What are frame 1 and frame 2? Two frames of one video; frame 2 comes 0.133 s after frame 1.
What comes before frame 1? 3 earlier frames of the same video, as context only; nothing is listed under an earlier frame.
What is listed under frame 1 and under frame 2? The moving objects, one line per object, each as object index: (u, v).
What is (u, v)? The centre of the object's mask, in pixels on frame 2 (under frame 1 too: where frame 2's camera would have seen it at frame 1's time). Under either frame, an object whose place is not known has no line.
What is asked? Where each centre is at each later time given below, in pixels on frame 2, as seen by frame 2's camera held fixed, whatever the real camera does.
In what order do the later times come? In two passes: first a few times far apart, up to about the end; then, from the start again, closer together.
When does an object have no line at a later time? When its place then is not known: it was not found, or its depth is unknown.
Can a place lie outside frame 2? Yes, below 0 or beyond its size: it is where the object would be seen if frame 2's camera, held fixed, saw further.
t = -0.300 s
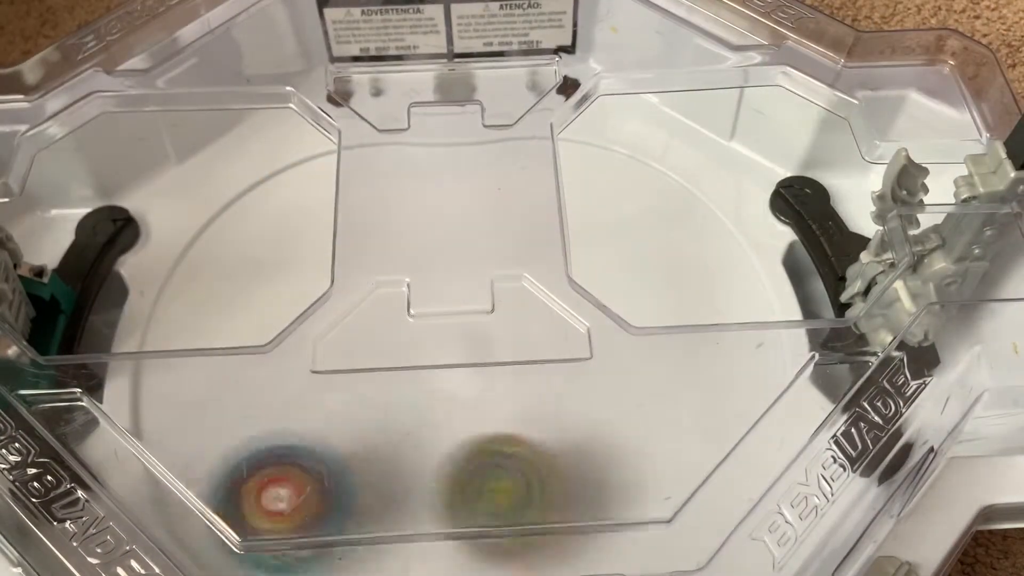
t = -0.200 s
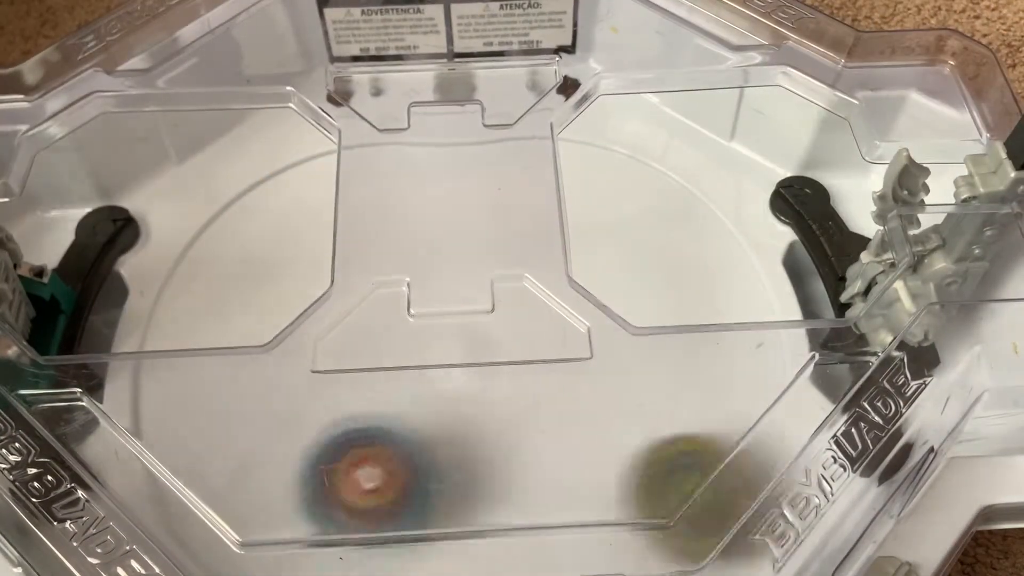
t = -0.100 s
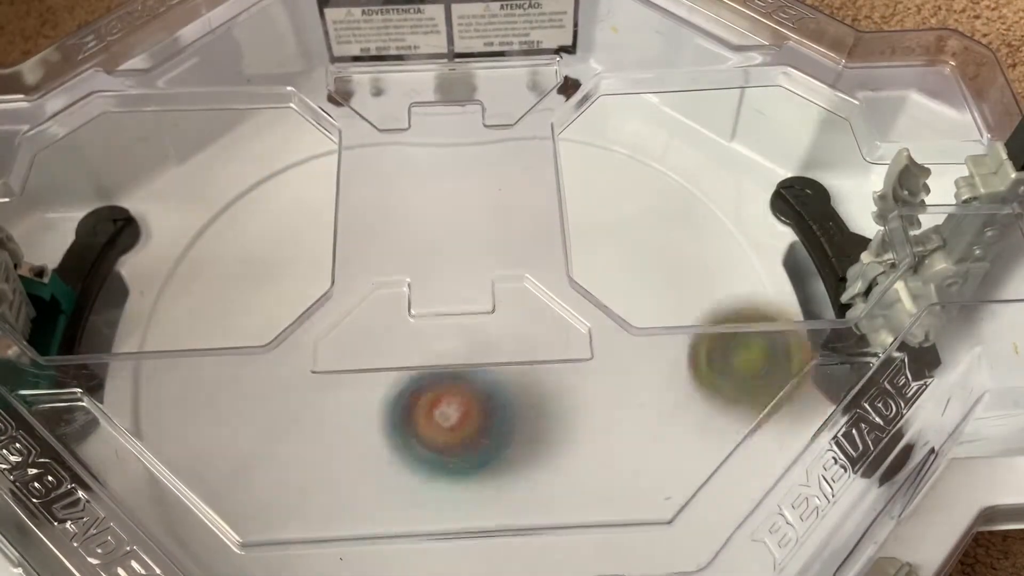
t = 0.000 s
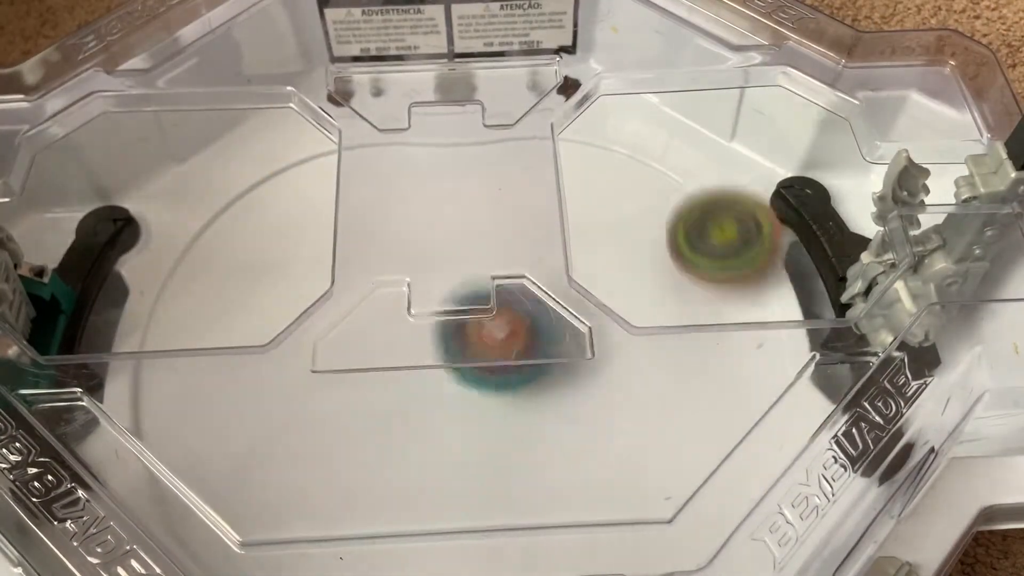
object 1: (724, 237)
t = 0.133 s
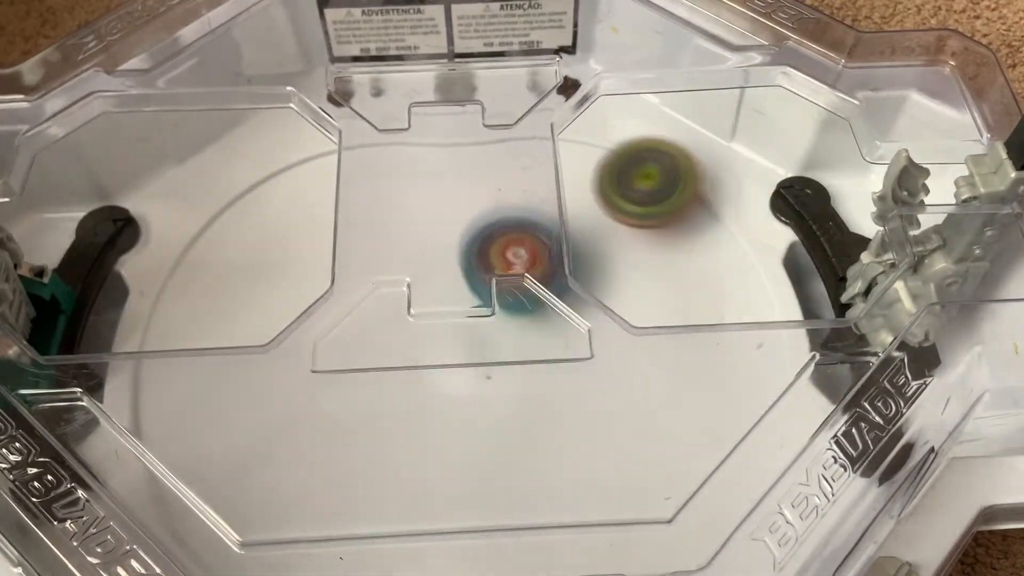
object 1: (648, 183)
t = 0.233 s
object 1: (605, 179)
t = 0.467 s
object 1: (525, 241)
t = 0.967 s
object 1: (720, 332)
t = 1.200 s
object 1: (574, 301)
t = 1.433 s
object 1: (489, 394)
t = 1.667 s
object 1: (509, 484)
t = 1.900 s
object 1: (561, 458)
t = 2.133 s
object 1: (523, 381)
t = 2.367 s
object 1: (491, 322)
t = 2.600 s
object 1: (541, 308)
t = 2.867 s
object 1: (510, 298)
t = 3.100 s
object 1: (492, 312)
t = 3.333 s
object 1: (509, 339)
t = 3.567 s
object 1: (512, 363)
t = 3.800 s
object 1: (527, 396)
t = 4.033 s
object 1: (519, 402)
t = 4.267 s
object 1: (516, 422)
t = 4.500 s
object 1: (487, 404)
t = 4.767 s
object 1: (484, 474)
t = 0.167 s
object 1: (621, 182)
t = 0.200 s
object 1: (606, 182)
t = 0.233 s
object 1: (605, 179)
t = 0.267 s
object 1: (603, 181)
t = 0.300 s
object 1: (599, 189)
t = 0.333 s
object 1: (581, 200)
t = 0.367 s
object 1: (567, 211)
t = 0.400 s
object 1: (554, 221)
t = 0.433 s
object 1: (541, 232)
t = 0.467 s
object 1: (525, 241)
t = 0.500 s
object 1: (520, 247)
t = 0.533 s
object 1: (515, 265)
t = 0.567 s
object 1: (511, 278)
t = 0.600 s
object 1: (505, 293)
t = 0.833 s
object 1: (737, 369)
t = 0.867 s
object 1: (783, 368)
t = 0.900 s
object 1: (775, 357)
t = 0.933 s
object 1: (748, 343)
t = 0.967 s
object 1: (720, 332)
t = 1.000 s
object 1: (692, 317)
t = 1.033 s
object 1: (668, 309)
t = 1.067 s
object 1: (645, 302)
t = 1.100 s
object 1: (626, 298)
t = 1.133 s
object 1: (611, 293)
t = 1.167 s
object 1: (599, 290)
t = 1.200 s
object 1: (574, 301)
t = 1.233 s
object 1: (559, 309)
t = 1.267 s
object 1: (545, 317)
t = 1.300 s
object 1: (534, 330)
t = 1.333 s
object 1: (525, 340)
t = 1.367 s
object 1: (511, 356)
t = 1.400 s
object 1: (498, 376)
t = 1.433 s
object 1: (489, 394)
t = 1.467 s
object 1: (483, 414)
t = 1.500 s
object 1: (482, 432)
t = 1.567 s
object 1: (483, 464)
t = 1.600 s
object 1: (488, 474)
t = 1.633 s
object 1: (497, 481)
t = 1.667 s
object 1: (509, 484)
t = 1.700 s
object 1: (521, 486)
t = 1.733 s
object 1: (531, 495)
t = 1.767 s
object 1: (540, 484)
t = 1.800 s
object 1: (545, 479)
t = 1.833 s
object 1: (553, 475)
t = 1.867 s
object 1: (558, 468)
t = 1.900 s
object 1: (561, 458)
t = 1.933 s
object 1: (561, 447)
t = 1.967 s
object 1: (560, 436)
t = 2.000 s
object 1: (557, 426)
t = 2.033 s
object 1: (553, 416)
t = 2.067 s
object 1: (546, 408)
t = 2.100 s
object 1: (535, 396)
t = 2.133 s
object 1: (523, 381)
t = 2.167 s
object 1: (508, 367)
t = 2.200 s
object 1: (490, 357)
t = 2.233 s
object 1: (471, 345)
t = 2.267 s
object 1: (448, 338)
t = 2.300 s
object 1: (440, 333)
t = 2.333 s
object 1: (459, 326)
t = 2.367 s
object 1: (491, 322)
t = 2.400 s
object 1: (510, 324)
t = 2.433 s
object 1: (525, 321)
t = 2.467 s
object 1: (538, 318)
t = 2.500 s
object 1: (540, 316)
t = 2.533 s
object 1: (542, 313)
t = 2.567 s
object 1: (542, 310)
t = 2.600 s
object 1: (541, 308)
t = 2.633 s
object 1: (538, 307)
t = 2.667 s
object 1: (536, 305)
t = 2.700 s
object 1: (532, 305)
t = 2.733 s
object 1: (523, 298)
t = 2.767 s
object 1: (521, 297)
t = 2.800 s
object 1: (517, 297)
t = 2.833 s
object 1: (514, 297)
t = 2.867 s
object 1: (510, 298)
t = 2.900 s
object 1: (505, 298)
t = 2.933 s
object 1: (502, 299)
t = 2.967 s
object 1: (502, 302)
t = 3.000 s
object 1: (499, 305)
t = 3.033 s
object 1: (496, 308)
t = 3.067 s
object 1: (494, 310)
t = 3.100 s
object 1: (492, 312)
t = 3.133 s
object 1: (495, 315)
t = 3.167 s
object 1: (498, 321)
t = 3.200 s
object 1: (504, 328)
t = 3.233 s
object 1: (507, 332)
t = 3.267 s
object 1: (509, 328)
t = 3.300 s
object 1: (508, 337)
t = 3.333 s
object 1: (509, 339)
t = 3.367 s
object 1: (508, 340)
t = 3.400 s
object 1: (508, 340)
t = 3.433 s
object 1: (508, 342)
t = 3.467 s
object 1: (508, 344)
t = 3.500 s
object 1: (508, 345)
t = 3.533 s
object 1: (508, 347)
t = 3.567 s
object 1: (512, 363)
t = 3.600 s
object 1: (518, 377)
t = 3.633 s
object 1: (522, 385)
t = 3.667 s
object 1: (524, 390)
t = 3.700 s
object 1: (526, 393)
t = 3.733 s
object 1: (527, 395)
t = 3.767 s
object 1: (527, 396)
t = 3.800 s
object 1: (527, 396)
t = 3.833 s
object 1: (526, 396)
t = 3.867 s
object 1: (524, 396)
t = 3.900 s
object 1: (523, 394)
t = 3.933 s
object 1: (521, 394)
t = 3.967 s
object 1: (520, 394)
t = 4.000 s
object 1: (519, 393)
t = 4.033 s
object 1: (519, 402)
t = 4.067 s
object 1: (521, 412)
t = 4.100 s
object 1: (523, 419)
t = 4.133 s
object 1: (522, 423)
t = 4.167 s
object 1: (520, 425)
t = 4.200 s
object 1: (519, 425)
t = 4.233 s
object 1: (517, 424)
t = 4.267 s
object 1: (516, 422)
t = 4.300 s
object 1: (512, 420)
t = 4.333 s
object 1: (510, 418)
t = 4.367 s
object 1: (506, 416)
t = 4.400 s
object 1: (501, 413)
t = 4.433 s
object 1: (497, 410)
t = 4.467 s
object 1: (492, 407)
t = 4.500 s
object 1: (487, 404)
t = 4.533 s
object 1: (482, 402)
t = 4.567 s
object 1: (482, 429)
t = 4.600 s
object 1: (481, 455)
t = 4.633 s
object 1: (479, 471)
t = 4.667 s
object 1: (480, 476)
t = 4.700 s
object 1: (480, 477)
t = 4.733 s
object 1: (482, 475)
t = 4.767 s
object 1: (484, 474)
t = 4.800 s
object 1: (484, 471)
